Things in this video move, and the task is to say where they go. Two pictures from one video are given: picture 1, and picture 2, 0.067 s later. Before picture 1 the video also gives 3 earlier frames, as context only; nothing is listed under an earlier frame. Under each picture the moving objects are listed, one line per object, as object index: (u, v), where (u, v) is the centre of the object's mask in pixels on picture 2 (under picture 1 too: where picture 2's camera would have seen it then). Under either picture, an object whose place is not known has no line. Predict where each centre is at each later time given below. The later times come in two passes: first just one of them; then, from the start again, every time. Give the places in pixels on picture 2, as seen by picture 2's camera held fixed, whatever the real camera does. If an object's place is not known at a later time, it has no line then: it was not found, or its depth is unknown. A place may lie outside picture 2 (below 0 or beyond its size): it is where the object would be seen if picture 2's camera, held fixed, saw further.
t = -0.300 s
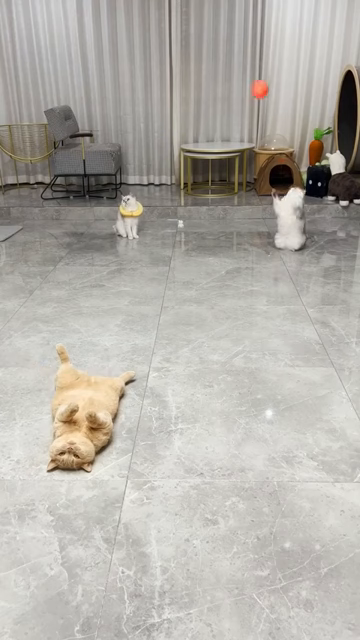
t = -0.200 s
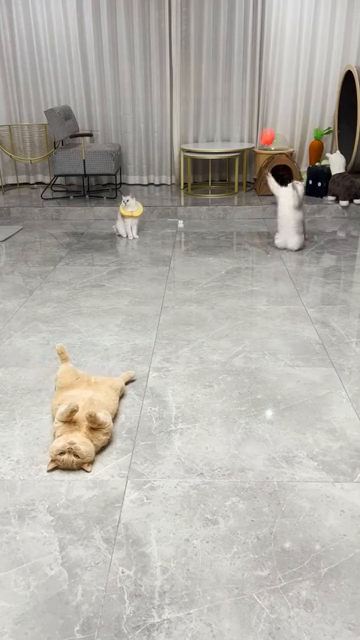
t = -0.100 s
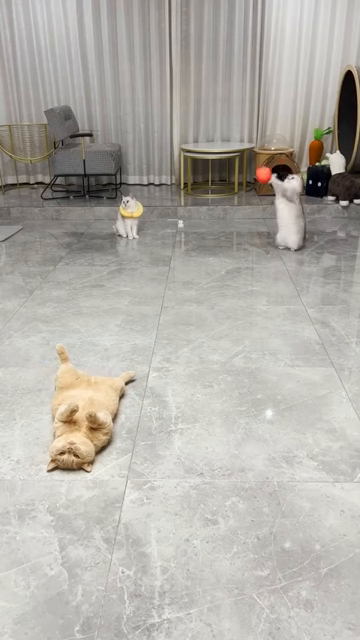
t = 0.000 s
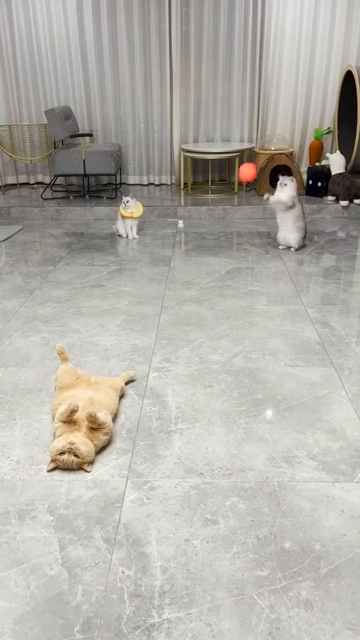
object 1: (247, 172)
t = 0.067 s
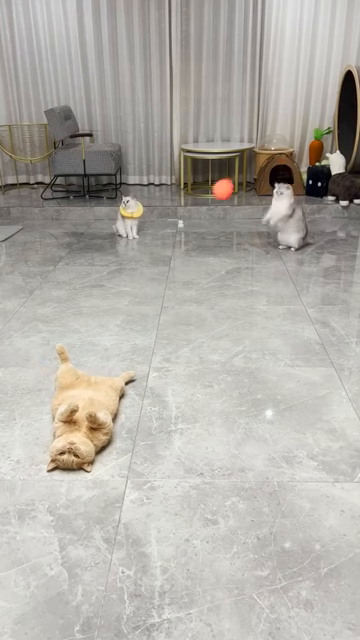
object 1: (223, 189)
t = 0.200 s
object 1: (159, 266)
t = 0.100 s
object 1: (209, 203)
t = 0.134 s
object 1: (193, 221)
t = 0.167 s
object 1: (177, 240)
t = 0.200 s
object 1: (159, 266)
